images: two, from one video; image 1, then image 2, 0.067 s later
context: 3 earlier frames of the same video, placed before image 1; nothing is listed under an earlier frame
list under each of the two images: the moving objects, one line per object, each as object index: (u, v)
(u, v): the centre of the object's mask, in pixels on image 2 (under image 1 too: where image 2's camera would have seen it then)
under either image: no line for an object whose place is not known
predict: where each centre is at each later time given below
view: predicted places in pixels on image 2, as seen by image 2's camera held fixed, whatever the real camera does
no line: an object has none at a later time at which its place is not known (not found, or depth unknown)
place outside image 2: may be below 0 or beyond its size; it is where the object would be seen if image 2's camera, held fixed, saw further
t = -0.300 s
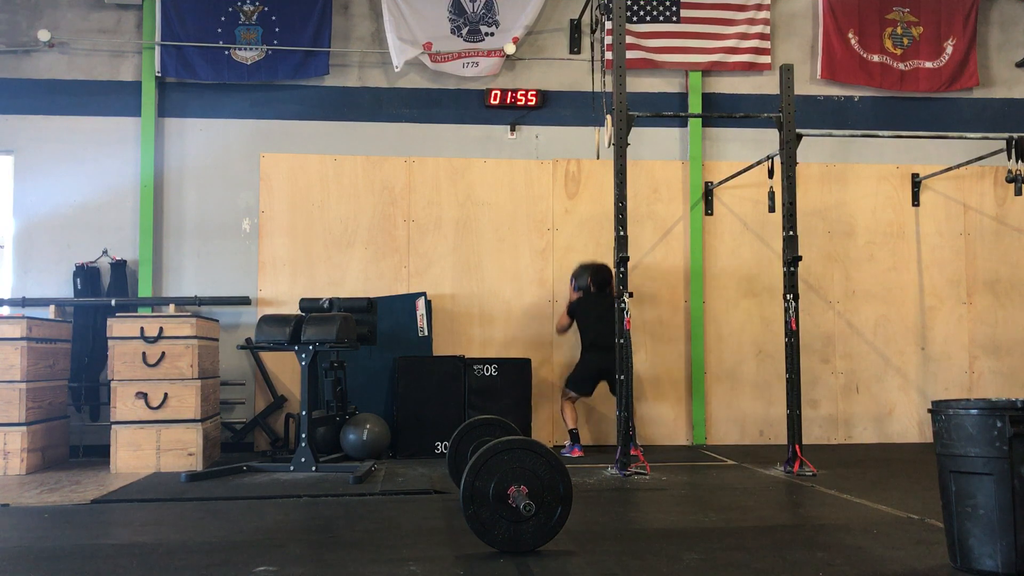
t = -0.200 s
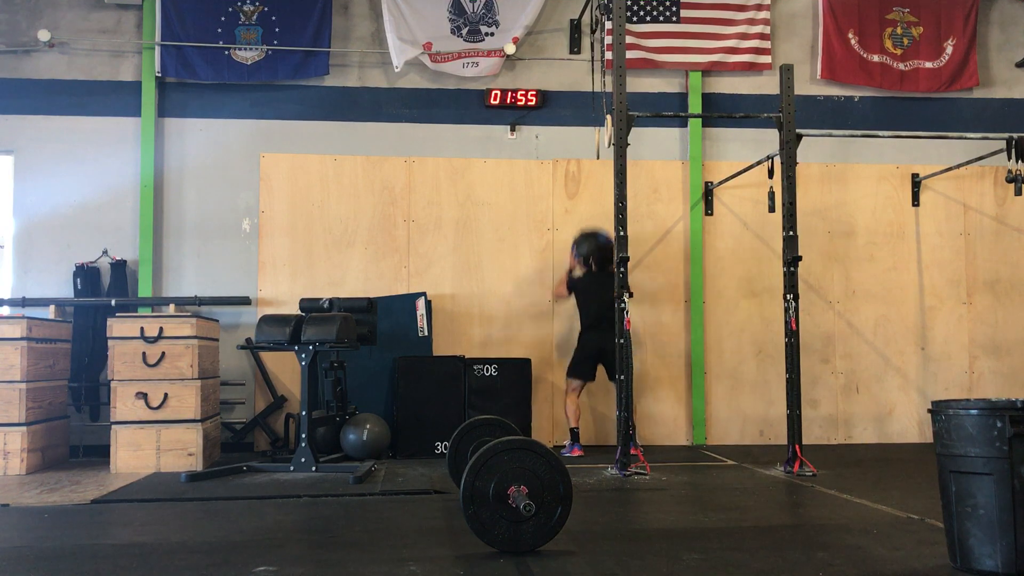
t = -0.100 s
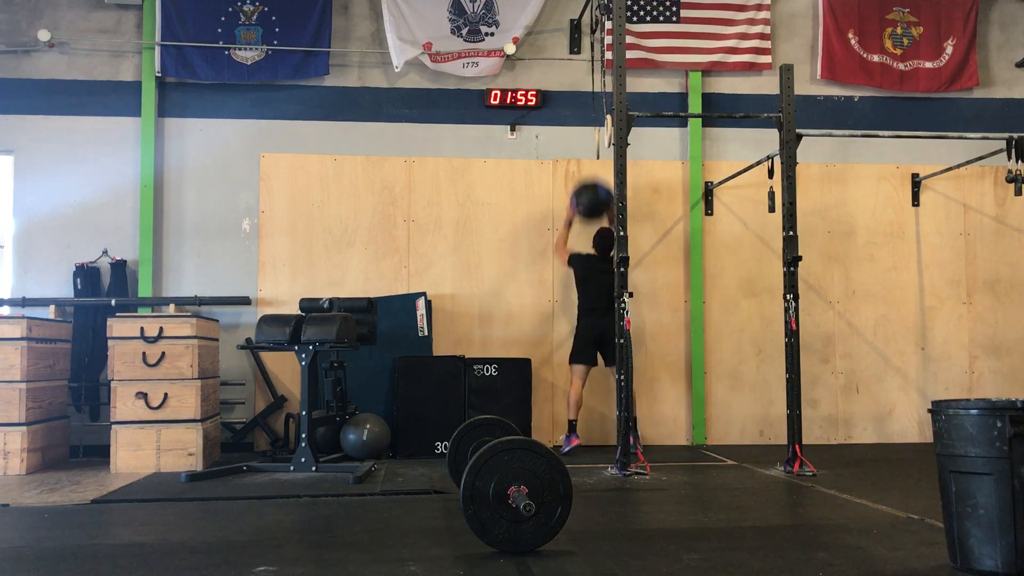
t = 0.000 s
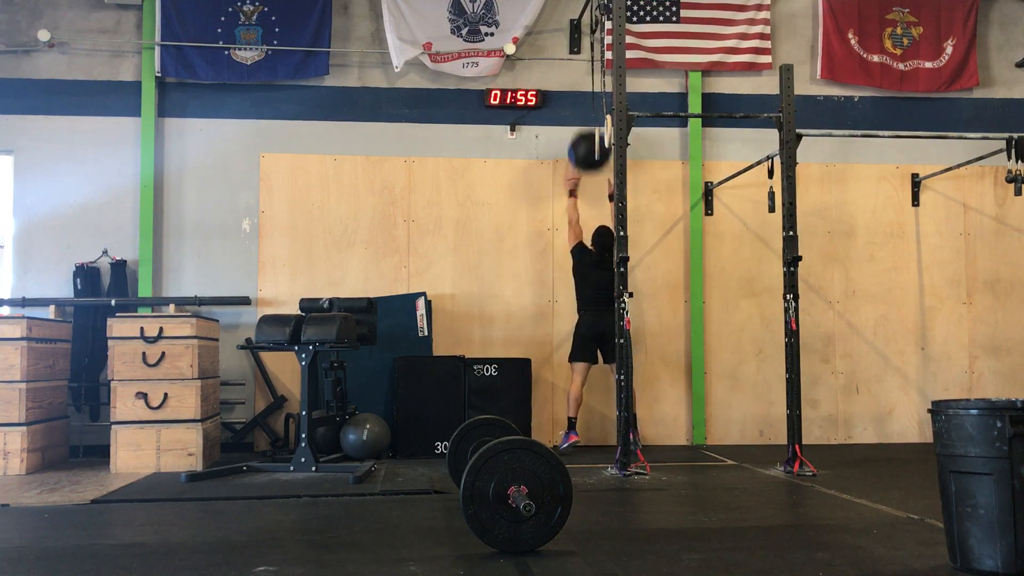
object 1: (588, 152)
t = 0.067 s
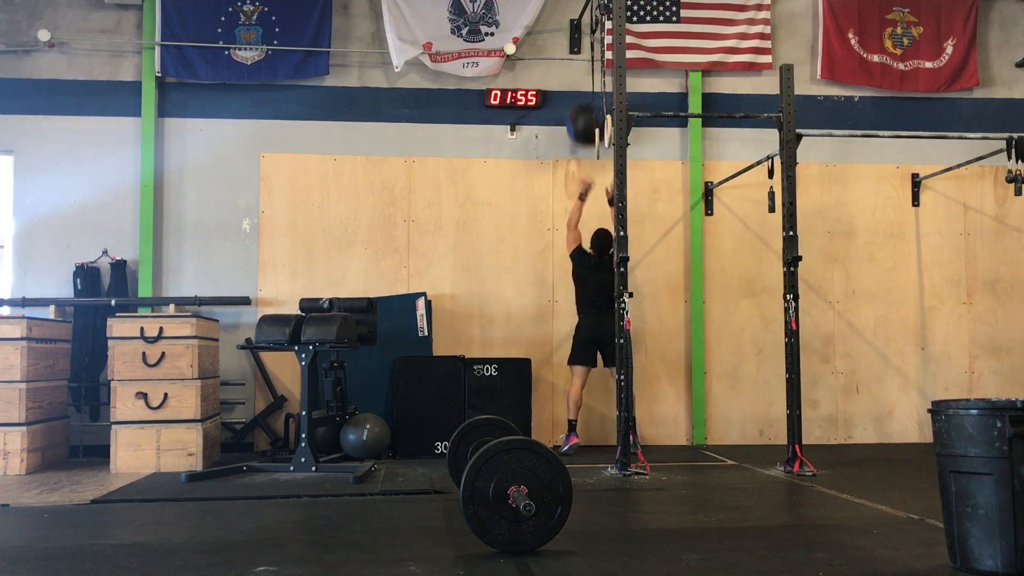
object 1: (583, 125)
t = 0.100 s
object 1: (583, 114)
